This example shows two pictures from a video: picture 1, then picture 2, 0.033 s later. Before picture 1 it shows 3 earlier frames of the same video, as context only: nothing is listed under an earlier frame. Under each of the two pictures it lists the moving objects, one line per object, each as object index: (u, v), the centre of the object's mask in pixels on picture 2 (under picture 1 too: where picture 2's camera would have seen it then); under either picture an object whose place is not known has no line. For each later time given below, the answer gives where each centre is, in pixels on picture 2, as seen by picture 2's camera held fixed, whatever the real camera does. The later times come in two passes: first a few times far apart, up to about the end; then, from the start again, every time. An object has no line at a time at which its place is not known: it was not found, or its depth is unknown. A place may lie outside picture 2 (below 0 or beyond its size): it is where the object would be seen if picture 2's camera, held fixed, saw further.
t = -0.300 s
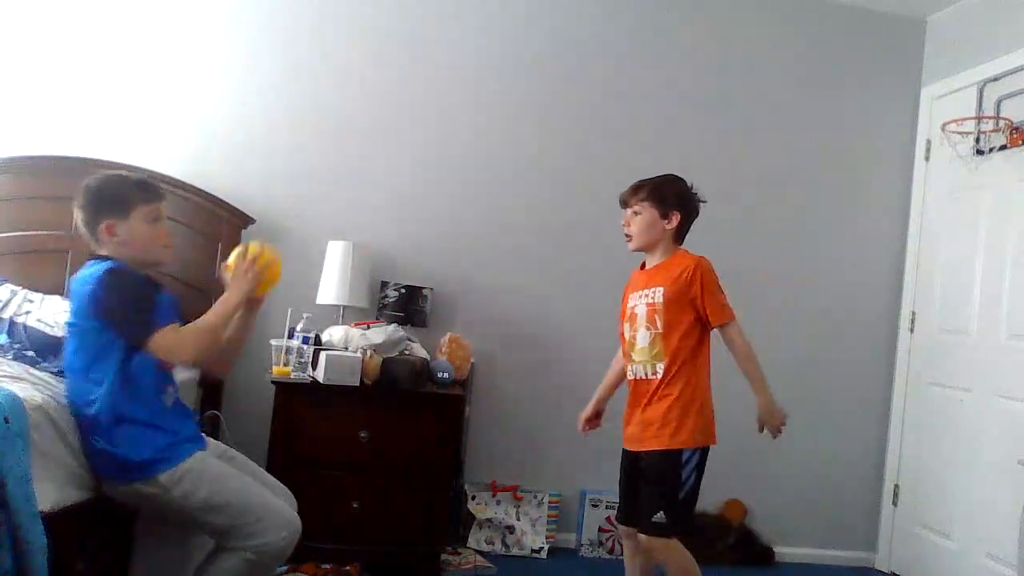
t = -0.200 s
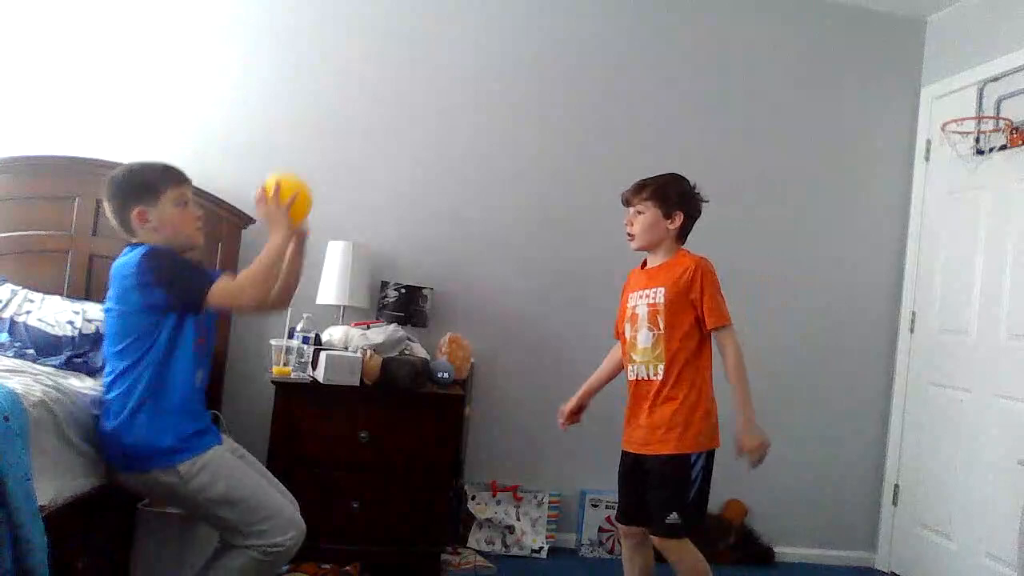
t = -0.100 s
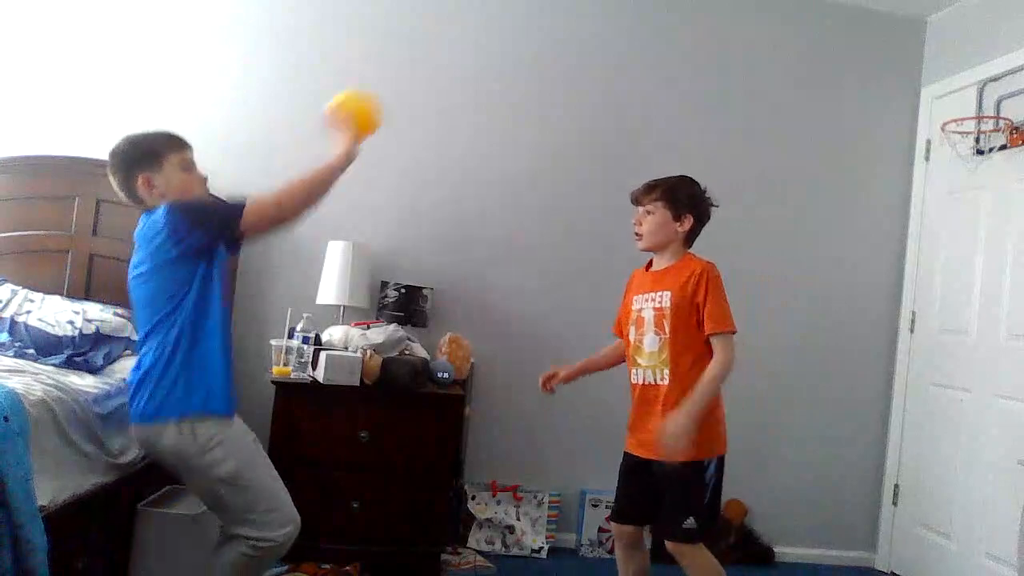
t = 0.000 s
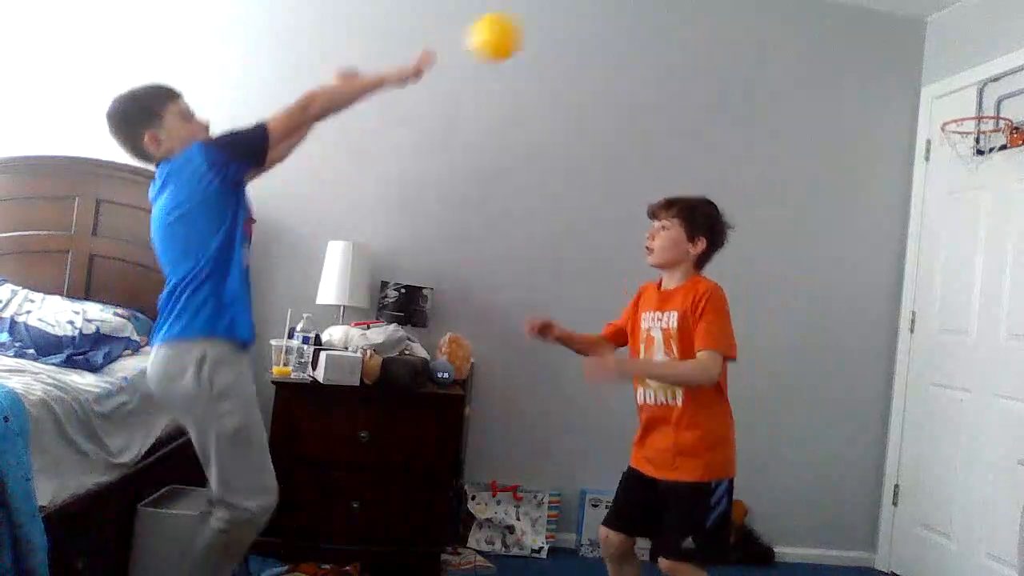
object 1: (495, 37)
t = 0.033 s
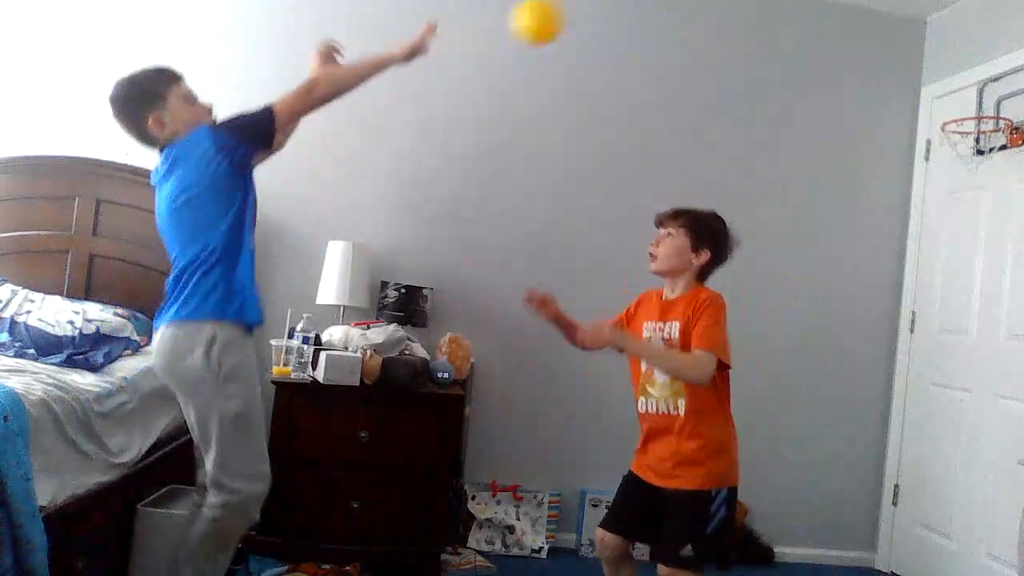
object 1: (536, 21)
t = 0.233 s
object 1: (746, 10)
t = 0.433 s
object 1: (894, 95)
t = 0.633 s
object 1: (981, 262)
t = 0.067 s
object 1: (576, 15)
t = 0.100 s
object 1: (615, 10)
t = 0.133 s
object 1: (651, 8)
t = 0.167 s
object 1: (684, 7)
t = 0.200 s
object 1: (716, 8)
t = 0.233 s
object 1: (746, 10)
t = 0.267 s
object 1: (775, 15)
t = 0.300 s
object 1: (801, 22)
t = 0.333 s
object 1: (827, 36)
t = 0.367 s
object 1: (851, 54)
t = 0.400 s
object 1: (873, 74)
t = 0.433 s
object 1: (894, 95)
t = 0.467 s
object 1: (914, 120)
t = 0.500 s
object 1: (934, 148)
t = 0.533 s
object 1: (952, 175)
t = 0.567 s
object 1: (967, 205)
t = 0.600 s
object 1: (986, 239)
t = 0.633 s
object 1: (981, 262)
